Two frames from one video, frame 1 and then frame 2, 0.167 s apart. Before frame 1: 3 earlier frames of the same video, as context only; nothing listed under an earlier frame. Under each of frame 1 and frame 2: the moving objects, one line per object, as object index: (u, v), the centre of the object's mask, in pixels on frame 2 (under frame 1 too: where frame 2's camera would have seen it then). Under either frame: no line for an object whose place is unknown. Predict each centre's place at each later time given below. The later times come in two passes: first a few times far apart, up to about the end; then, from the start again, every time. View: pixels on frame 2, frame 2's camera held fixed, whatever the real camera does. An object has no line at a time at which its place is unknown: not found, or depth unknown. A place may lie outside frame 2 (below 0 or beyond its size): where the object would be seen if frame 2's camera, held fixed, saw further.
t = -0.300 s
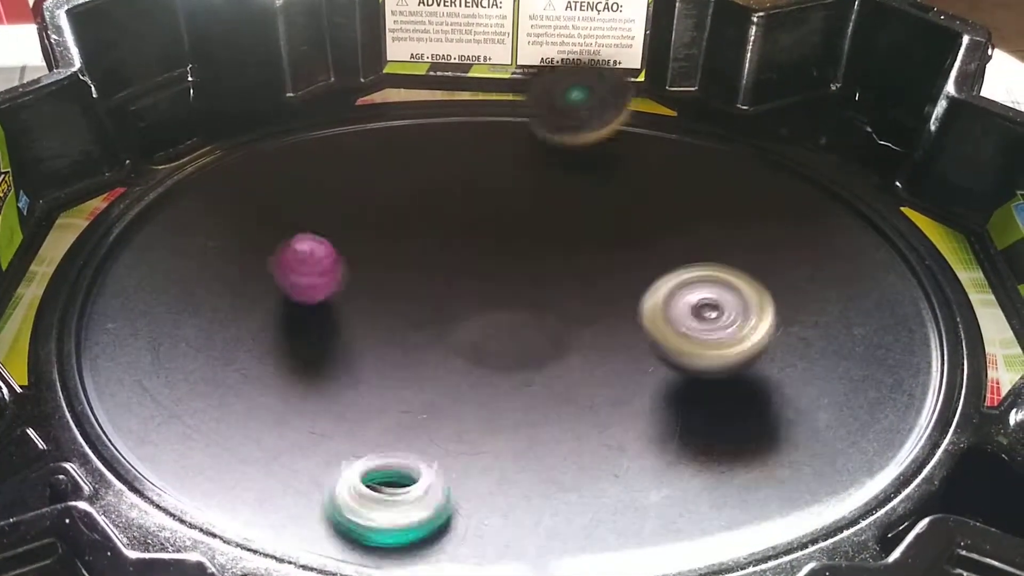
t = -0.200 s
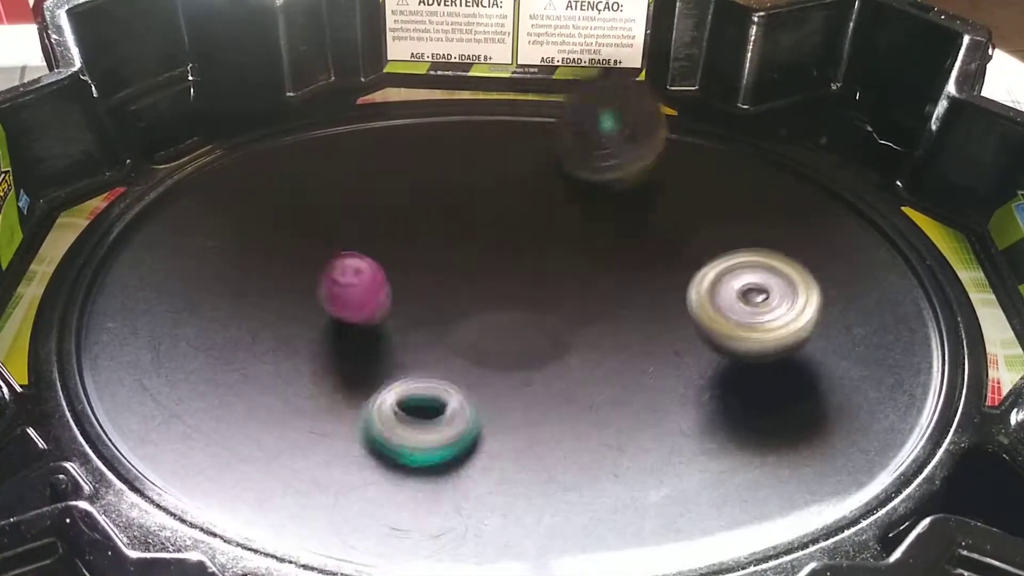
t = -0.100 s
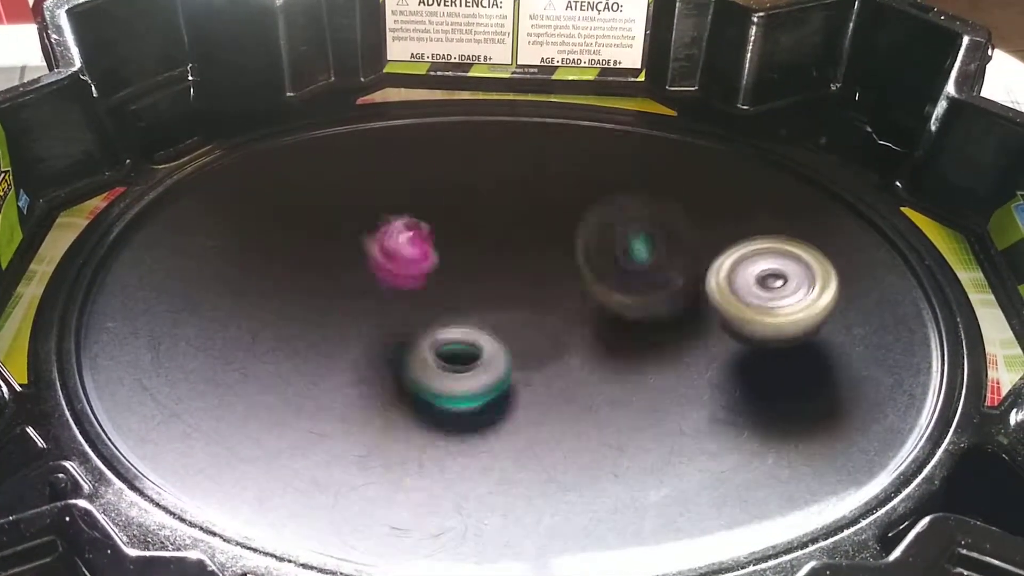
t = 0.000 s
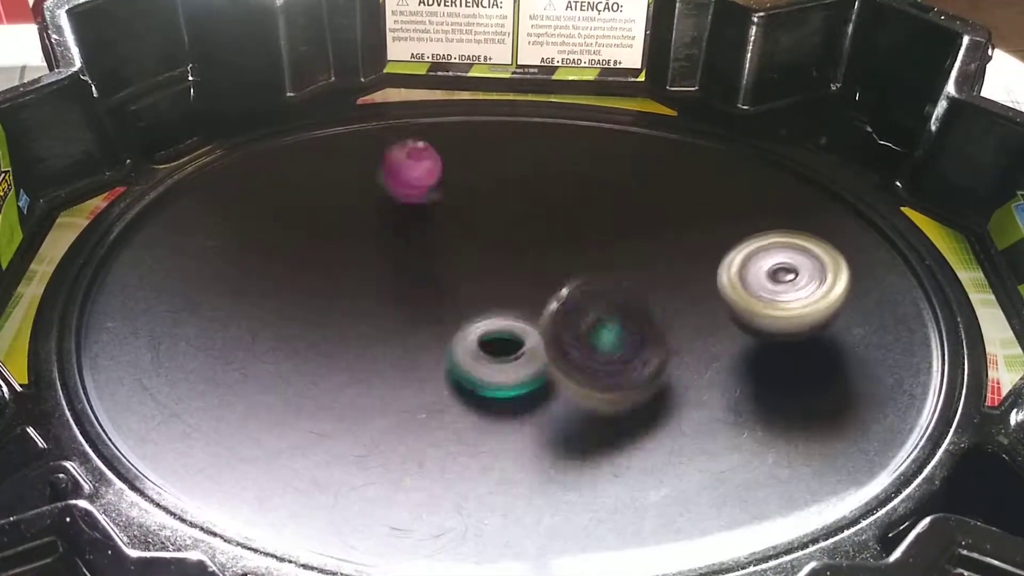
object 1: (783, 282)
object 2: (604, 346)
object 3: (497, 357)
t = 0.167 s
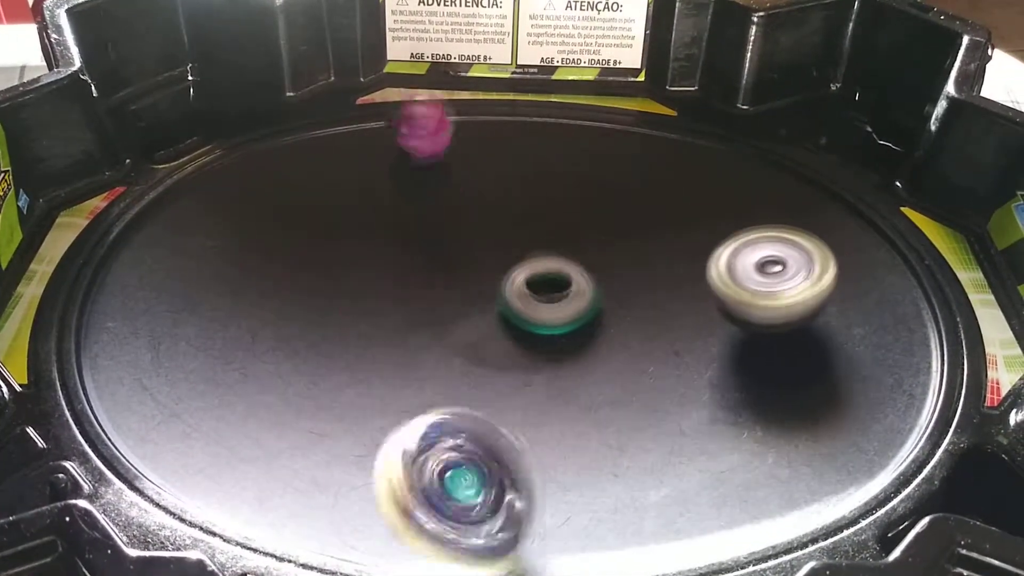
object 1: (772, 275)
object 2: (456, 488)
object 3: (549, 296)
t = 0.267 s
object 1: (748, 278)
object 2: (393, 462)
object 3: (564, 283)
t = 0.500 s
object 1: (652, 315)
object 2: (347, 229)
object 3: (552, 309)
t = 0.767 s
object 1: (736, 520)
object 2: (364, 205)
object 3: (409, 73)
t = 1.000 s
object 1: (684, 528)
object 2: (510, 360)
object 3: (387, 195)
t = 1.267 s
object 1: (604, 502)
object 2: (641, 417)
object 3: (407, 247)
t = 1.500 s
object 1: (581, 416)
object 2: (658, 366)
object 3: (414, 249)
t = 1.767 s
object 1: (510, 364)
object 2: (645, 373)
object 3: (418, 232)
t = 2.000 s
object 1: (485, 333)
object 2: (645, 374)
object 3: (424, 230)
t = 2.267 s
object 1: (423, 292)
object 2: (645, 374)
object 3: (426, 224)
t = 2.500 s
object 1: (372, 277)
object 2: (645, 374)
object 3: (429, 226)
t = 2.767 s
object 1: (371, 292)
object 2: (645, 374)
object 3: (427, 229)
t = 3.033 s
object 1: (451, 305)
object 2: (645, 374)
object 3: (423, 228)
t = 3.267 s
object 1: (524, 285)
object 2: (645, 373)
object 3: (424, 231)
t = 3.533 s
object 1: (573, 261)
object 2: (650, 381)
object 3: (425, 231)
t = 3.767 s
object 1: (544, 253)
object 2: (650, 380)
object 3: (424, 231)
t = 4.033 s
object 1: (537, 300)
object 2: (650, 380)
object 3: (425, 231)
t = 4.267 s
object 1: (539, 338)
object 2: (656, 381)
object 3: (425, 231)
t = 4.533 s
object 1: (529, 342)
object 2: (655, 382)
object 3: (425, 231)
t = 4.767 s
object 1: (504, 330)
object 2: (656, 382)
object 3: (425, 231)
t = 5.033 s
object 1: (437, 303)
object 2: (656, 382)
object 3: (424, 227)
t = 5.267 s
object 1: (407, 303)
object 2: (656, 382)
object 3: (426, 228)
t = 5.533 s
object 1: (413, 306)
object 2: (656, 382)
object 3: (426, 227)
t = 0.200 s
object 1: (765, 275)
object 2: (430, 488)
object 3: (555, 289)
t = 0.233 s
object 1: (757, 276)
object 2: (409, 483)
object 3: (560, 285)
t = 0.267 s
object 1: (748, 278)
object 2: (393, 462)
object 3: (564, 283)
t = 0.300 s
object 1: (736, 281)
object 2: (383, 435)
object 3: (567, 282)
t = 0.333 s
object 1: (723, 285)
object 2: (377, 414)
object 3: (567, 284)
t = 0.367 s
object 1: (709, 289)
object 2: (373, 376)
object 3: (567, 288)
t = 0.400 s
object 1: (695, 294)
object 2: (366, 338)
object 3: (567, 291)
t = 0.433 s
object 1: (681, 301)
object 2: (357, 293)
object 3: (565, 297)
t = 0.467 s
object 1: (666, 309)
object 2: (348, 257)
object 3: (558, 304)
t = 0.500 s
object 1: (652, 315)
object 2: (347, 229)
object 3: (552, 309)
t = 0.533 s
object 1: (638, 322)
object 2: (340, 205)
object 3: (544, 316)
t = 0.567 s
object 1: (624, 329)
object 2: (333, 184)
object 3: (534, 326)
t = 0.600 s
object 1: (640, 376)
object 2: (327, 171)
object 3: (527, 260)
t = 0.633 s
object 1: (669, 436)
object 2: (327, 167)
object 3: (501, 189)
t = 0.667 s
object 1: (699, 482)
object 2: (328, 168)
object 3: (468, 129)
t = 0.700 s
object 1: (723, 502)
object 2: (337, 175)
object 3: (446, 97)
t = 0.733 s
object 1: (733, 506)
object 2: (348, 187)
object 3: (426, 72)
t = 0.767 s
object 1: (736, 520)
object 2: (364, 205)
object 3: (409, 73)
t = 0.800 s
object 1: (736, 520)
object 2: (380, 217)
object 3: (392, 89)
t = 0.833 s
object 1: (730, 518)
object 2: (398, 238)
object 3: (386, 105)
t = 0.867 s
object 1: (727, 518)
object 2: (418, 261)
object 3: (382, 119)
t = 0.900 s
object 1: (724, 520)
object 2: (439, 291)
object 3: (380, 137)
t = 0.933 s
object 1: (719, 524)
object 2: (462, 313)
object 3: (381, 157)
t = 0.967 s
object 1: (704, 525)
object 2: (484, 340)
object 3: (384, 177)
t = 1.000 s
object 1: (684, 528)
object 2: (510, 360)
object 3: (387, 195)
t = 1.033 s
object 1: (664, 529)
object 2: (538, 378)
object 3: (391, 210)
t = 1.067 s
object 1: (648, 527)
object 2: (557, 394)
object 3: (396, 222)
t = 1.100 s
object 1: (638, 525)
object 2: (579, 409)
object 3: (399, 233)
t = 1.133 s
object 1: (630, 523)
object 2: (598, 418)
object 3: (403, 240)
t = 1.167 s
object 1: (622, 518)
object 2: (613, 420)
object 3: (405, 244)
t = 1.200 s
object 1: (612, 515)
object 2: (624, 419)
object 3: (406, 246)
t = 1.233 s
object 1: (606, 513)
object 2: (634, 420)
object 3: (407, 247)
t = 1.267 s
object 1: (604, 502)
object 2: (641, 417)
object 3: (407, 247)
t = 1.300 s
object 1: (607, 488)
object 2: (642, 411)
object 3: (408, 247)
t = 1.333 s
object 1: (613, 471)
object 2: (646, 404)
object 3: (412, 249)
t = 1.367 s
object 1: (613, 451)
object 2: (655, 394)
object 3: (413, 250)
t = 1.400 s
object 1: (605, 442)
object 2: (660, 389)
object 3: (413, 250)
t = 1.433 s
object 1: (597, 434)
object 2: (662, 378)
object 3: (413, 250)
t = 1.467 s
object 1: (590, 426)
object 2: (660, 368)
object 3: (414, 250)
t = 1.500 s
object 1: (581, 416)
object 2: (658, 366)
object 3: (414, 249)
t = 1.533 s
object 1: (571, 404)
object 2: (659, 367)
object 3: (415, 248)
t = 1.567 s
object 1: (560, 394)
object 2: (659, 369)
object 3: (416, 247)
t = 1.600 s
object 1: (548, 383)
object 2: (656, 372)
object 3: (415, 247)
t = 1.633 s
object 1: (536, 372)
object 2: (652, 373)
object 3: (414, 247)
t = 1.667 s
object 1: (523, 361)
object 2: (648, 374)
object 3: (411, 248)
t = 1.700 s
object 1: (509, 352)
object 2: (645, 374)
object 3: (412, 249)
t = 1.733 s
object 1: (510, 358)
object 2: (645, 374)
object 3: (437, 244)
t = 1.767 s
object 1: (510, 364)
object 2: (645, 373)
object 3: (418, 232)
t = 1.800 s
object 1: (508, 365)
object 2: (645, 374)
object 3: (422, 228)
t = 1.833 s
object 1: (505, 360)
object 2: (645, 374)
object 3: (423, 228)
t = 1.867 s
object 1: (502, 358)
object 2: (645, 374)
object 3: (423, 228)
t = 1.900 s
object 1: (499, 353)
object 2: (645, 373)
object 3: (423, 228)
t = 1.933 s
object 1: (495, 348)
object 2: (645, 373)
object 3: (424, 229)
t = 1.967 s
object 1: (490, 343)
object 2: (645, 374)
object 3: (424, 229)
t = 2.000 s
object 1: (485, 333)
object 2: (645, 374)
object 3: (424, 230)
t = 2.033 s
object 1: (478, 327)
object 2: (645, 374)
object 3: (424, 230)
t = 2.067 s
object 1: (470, 324)
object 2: (645, 374)
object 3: (424, 230)
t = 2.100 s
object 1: (464, 316)
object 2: (645, 374)
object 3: (424, 231)
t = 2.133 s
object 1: (456, 310)
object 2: (645, 374)
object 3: (424, 230)
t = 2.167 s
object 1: (448, 305)
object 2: (645, 374)
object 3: (424, 229)
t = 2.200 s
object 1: (440, 300)
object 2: (644, 374)
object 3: (424, 227)
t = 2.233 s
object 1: (431, 296)
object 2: (644, 374)
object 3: (424, 225)
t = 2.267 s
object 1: (423, 292)
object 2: (645, 374)
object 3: (426, 224)
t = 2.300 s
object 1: (415, 289)
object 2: (644, 374)
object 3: (426, 224)
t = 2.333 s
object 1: (407, 286)
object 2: (644, 373)
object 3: (427, 223)
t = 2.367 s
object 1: (399, 283)
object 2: (645, 374)
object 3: (428, 223)
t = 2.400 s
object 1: (391, 281)
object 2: (645, 374)
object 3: (429, 224)
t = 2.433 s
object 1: (384, 279)
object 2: (645, 374)
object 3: (430, 225)
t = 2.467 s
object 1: (377, 278)
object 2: (645, 374)
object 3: (430, 226)
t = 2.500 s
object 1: (372, 277)
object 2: (645, 374)
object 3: (429, 226)
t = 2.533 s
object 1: (367, 278)
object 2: (645, 374)
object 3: (429, 227)
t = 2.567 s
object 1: (364, 279)
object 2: (645, 374)
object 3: (429, 228)
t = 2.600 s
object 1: (362, 280)
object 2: (645, 374)
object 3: (428, 228)
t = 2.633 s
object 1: (362, 282)
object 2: (645, 374)
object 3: (428, 229)
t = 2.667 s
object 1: (363, 283)
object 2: (645, 374)
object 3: (427, 229)
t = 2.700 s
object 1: (364, 286)
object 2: (645, 374)
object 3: (428, 229)
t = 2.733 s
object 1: (367, 288)
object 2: (645, 374)
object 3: (427, 229)
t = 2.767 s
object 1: (371, 292)
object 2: (645, 374)
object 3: (427, 229)
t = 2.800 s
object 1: (377, 295)
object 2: (645, 374)
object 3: (428, 228)
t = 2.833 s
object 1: (384, 298)
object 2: (645, 374)
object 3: (427, 228)
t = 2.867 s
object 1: (394, 300)
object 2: (645, 374)
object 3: (427, 227)
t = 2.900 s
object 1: (403, 301)
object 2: (645, 374)
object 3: (427, 227)
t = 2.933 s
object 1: (414, 303)
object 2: (645, 374)
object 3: (426, 227)
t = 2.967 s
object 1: (426, 304)
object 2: (645, 374)
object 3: (425, 226)
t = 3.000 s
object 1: (438, 305)
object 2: (645, 374)
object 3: (424, 227)
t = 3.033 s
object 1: (451, 305)
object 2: (645, 374)
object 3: (423, 228)
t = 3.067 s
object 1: (462, 302)
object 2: (645, 374)
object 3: (423, 228)
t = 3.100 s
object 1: (472, 298)
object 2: (645, 374)
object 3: (422, 228)
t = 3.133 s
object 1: (482, 295)
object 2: (645, 374)
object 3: (421, 228)
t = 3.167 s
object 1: (493, 291)
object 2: (645, 374)
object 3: (422, 229)
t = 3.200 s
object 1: (503, 288)
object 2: (645, 374)
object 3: (422, 230)
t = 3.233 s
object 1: (514, 286)
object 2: (645, 373)
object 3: (424, 230)
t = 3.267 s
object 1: (524, 285)
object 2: (645, 373)
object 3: (424, 231)
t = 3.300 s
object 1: (534, 283)
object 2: (646, 373)
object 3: (425, 231)
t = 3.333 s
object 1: (545, 284)
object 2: (646, 374)
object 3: (425, 231)
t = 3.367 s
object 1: (556, 284)
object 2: (645, 374)
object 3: (425, 231)
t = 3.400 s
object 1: (565, 281)
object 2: (649, 375)
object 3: (425, 231)
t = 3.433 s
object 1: (569, 275)
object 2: (651, 379)
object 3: (425, 231)
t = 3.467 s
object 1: (572, 271)
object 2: (650, 380)
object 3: (425, 231)
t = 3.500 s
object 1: (573, 265)
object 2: (650, 380)
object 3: (425, 231)
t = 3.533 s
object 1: (573, 261)
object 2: (650, 381)
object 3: (425, 231)
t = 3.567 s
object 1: (571, 257)
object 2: (650, 381)
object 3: (425, 231)
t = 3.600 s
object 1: (568, 254)
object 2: (650, 381)
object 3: (425, 231)
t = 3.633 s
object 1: (564, 251)
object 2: (650, 381)
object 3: (425, 231)
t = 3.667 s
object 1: (559, 250)
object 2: (650, 380)
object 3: (425, 231)
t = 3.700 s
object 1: (554, 250)
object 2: (650, 380)
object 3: (425, 231)
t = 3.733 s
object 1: (550, 252)
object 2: (650, 380)
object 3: (425, 231)
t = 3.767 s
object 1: (544, 253)
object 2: (650, 380)
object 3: (424, 231)
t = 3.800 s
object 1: (540, 257)
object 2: (649, 380)
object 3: (425, 231)
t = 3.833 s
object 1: (536, 262)
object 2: (649, 380)
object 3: (425, 231)
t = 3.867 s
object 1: (532, 267)
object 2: (649, 380)
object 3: (425, 231)
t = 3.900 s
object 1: (530, 273)
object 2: (649, 380)
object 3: (425, 231)
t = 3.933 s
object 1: (531, 280)
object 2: (649, 380)
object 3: (424, 231)
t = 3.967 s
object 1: (533, 287)
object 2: (649, 380)
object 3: (424, 231)
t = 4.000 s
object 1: (535, 293)
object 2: (649, 380)
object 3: (425, 231)
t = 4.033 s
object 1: (537, 300)
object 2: (650, 380)
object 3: (425, 231)
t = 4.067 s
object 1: (538, 308)
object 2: (650, 380)
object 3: (425, 231)
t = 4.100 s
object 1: (539, 316)
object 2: (650, 380)
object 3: (425, 231)
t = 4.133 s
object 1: (539, 323)
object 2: (652, 381)
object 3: (425, 231)
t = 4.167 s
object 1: (537, 327)
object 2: (654, 382)
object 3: (425, 231)
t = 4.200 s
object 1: (536, 332)
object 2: (654, 381)
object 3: (425, 231)
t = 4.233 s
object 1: (538, 335)
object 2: (654, 382)
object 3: (425, 231)
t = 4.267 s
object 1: (539, 338)
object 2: (656, 381)
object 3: (425, 231)
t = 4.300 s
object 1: (536, 340)
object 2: (655, 382)
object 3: (425, 231)
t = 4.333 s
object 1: (534, 342)
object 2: (655, 382)
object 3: (425, 231)
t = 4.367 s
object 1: (532, 342)
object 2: (655, 382)
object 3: (425, 231)
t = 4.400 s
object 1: (532, 342)
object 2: (656, 381)
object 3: (425, 231)
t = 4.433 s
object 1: (530, 344)
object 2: (655, 382)
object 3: (425, 231)
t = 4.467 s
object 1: (529, 343)
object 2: (655, 382)
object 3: (425, 231)
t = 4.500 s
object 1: (529, 343)
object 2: (655, 382)
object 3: (425, 231)
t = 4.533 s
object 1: (529, 342)
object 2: (655, 382)
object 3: (425, 231)
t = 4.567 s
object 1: (529, 342)
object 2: (656, 381)
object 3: (425, 231)
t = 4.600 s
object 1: (528, 342)
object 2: (656, 382)
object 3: (425, 231)
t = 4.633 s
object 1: (524, 341)
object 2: (656, 382)
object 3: (425, 231)
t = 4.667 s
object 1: (520, 339)
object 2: (656, 382)
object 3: (425, 231)
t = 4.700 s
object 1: (514, 336)
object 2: (656, 382)
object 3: (425, 231)
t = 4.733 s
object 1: (509, 333)
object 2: (656, 382)
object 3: (425, 231)
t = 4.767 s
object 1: (504, 330)
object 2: (656, 382)
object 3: (425, 231)
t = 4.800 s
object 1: (496, 327)
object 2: (656, 382)
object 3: (425, 231)
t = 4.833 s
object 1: (488, 322)
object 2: (656, 381)
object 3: (425, 231)
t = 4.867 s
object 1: (478, 319)
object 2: (656, 382)
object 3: (425, 231)
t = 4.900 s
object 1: (467, 316)
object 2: (656, 382)
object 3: (425, 231)
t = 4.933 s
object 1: (458, 311)
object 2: (656, 382)
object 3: (424, 230)
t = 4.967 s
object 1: (450, 308)
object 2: (656, 382)
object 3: (424, 228)
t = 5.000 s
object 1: (443, 306)
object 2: (656, 382)
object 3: (424, 228)
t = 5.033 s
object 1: (437, 303)
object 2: (656, 382)
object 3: (424, 227)
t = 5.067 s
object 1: (431, 305)
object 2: (656, 382)
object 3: (424, 227)
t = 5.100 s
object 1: (425, 304)
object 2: (656, 382)
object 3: (426, 227)
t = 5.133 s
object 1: (420, 305)
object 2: (656, 382)
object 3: (425, 227)
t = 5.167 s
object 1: (414, 304)
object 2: (656, 382)
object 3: (426, 227)
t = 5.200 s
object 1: (411, 304)
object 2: (656, 382)
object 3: (426, 227)
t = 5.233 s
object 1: (409, 303)
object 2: (656, 382)
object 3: (426, 227)
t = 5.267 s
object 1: (407, 303)
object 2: (656, 382)
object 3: (426, 228)
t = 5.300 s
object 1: (408, 303)
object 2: (656, 382)
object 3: (426, 228)
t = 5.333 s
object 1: (409, 305)
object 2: (656, 382)
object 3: (426, 228)
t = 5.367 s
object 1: (409, 305)
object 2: (656, 382)
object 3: (426, 228)
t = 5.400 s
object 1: (409, 305)
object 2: (656, 382)
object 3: (426, 228)
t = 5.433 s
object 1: (410, 306)
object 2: (656, 382)
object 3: (426, 228)
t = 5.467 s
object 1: (410, 306)
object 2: (656, 382)
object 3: (426, 228)
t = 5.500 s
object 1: (411, 306)
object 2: (656, 382)
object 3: (426, 228)
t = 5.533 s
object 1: (413, 306)
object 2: (656, 382)
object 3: (426, 227)
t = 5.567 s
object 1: (417, 307)
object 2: (655, 382)
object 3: (425, 228)
